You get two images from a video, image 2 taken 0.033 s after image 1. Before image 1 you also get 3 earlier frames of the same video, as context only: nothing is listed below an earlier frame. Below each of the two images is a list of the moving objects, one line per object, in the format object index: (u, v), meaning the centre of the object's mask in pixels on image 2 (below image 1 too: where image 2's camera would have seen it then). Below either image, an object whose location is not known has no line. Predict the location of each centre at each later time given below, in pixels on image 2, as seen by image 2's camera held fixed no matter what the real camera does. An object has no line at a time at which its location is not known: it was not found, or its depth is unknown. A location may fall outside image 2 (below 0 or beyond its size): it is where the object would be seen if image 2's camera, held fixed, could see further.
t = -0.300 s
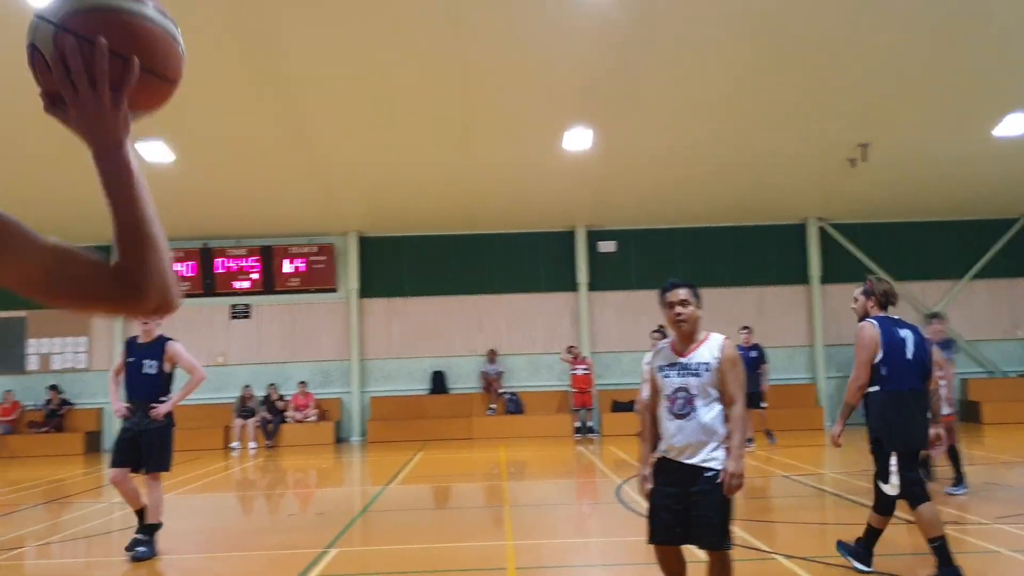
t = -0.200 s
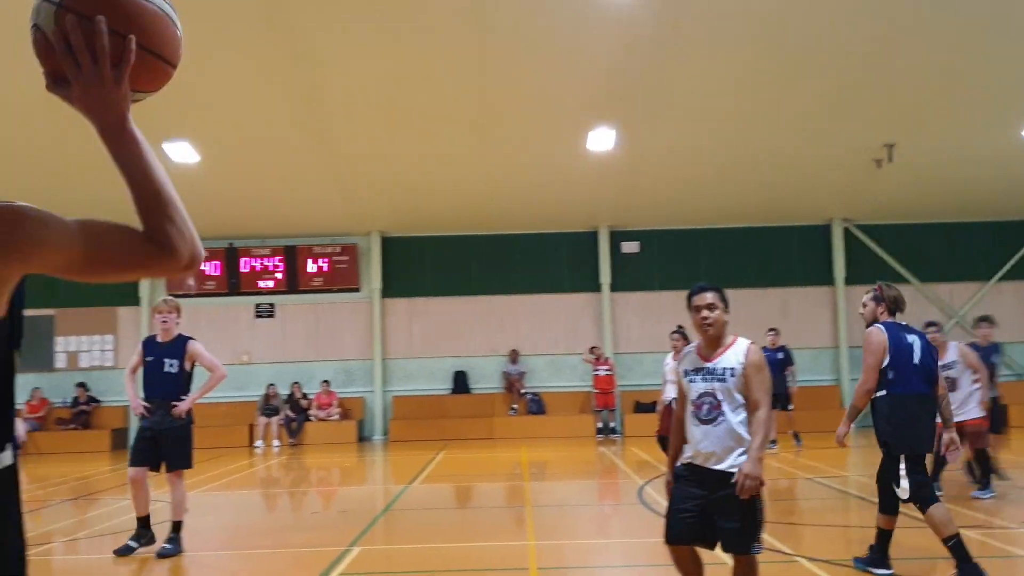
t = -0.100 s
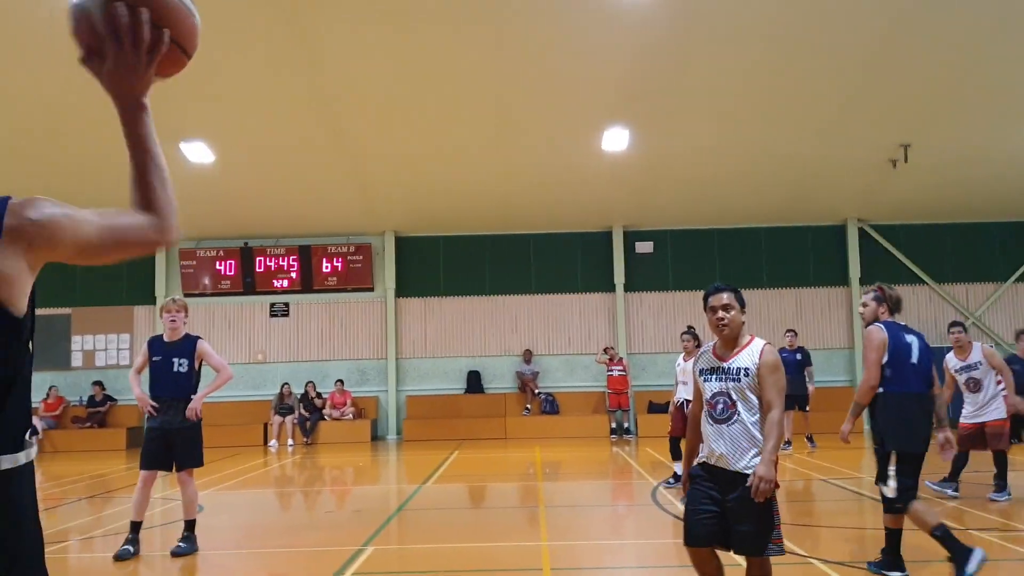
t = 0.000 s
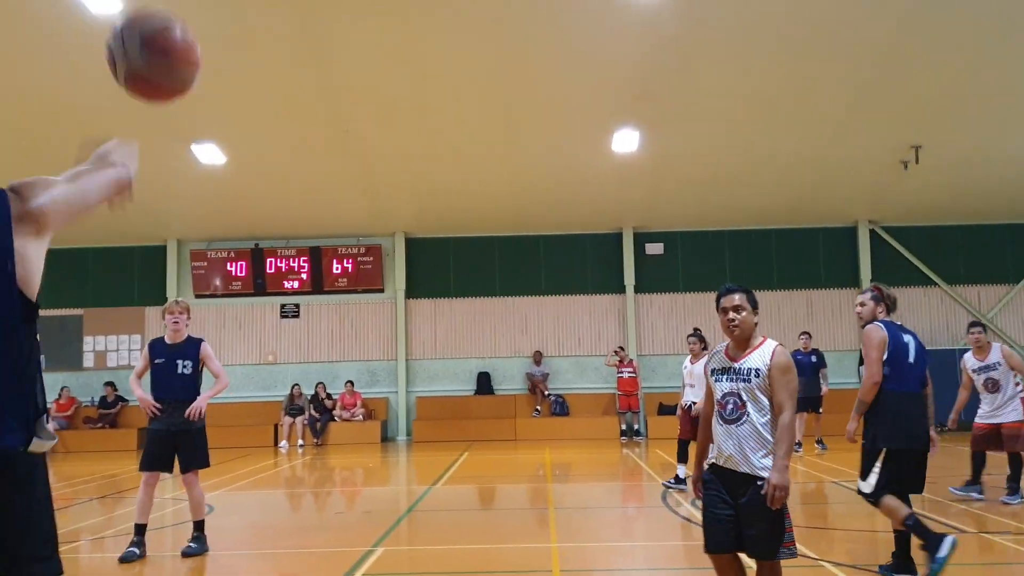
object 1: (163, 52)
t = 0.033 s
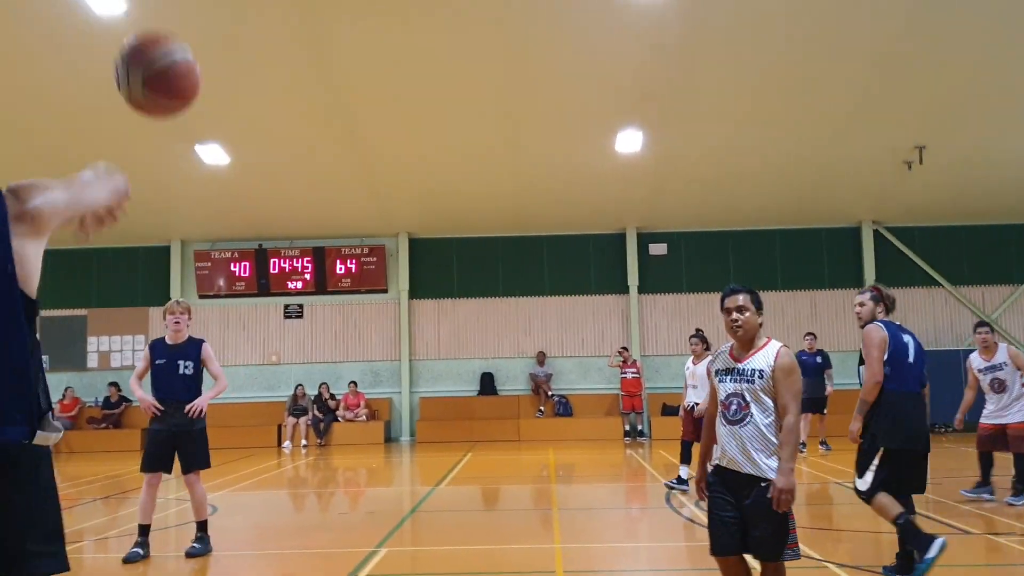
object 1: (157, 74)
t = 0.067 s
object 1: (155, 92)
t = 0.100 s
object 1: (151, 114)
